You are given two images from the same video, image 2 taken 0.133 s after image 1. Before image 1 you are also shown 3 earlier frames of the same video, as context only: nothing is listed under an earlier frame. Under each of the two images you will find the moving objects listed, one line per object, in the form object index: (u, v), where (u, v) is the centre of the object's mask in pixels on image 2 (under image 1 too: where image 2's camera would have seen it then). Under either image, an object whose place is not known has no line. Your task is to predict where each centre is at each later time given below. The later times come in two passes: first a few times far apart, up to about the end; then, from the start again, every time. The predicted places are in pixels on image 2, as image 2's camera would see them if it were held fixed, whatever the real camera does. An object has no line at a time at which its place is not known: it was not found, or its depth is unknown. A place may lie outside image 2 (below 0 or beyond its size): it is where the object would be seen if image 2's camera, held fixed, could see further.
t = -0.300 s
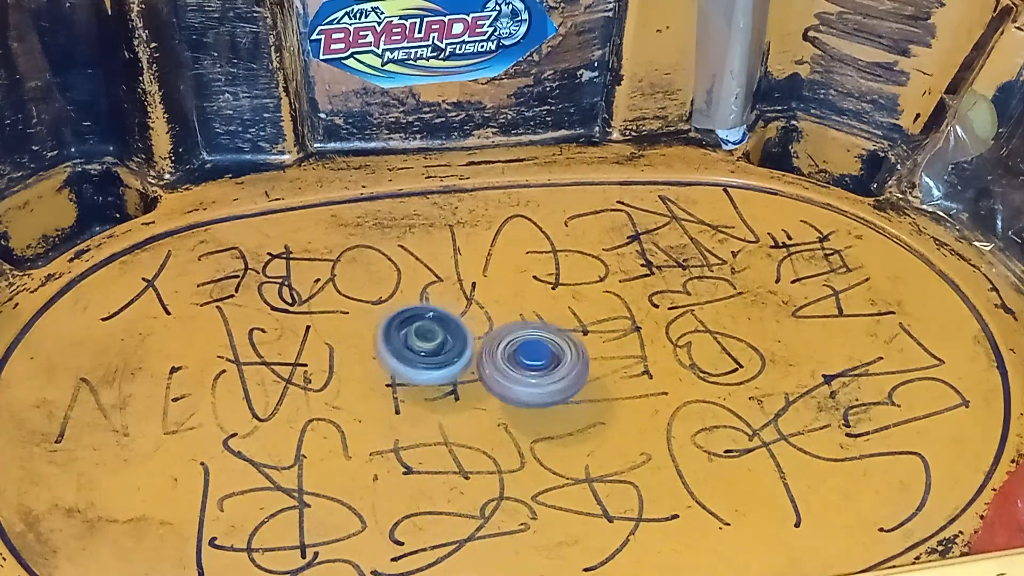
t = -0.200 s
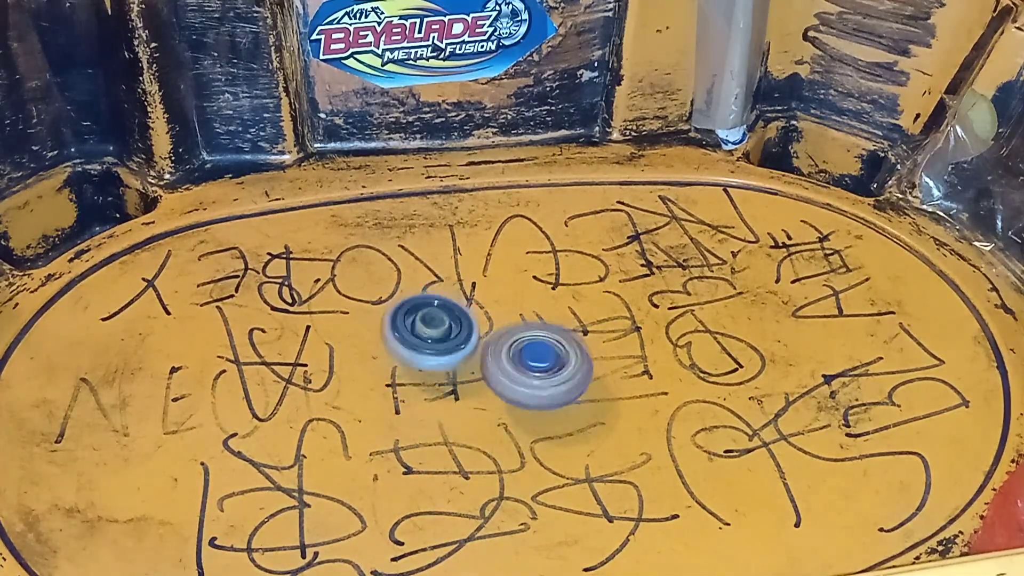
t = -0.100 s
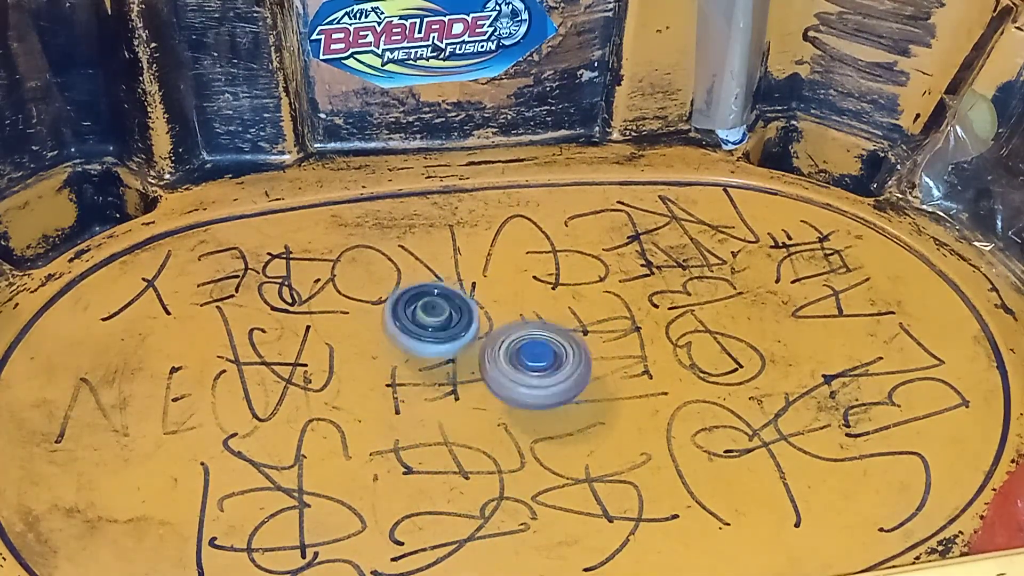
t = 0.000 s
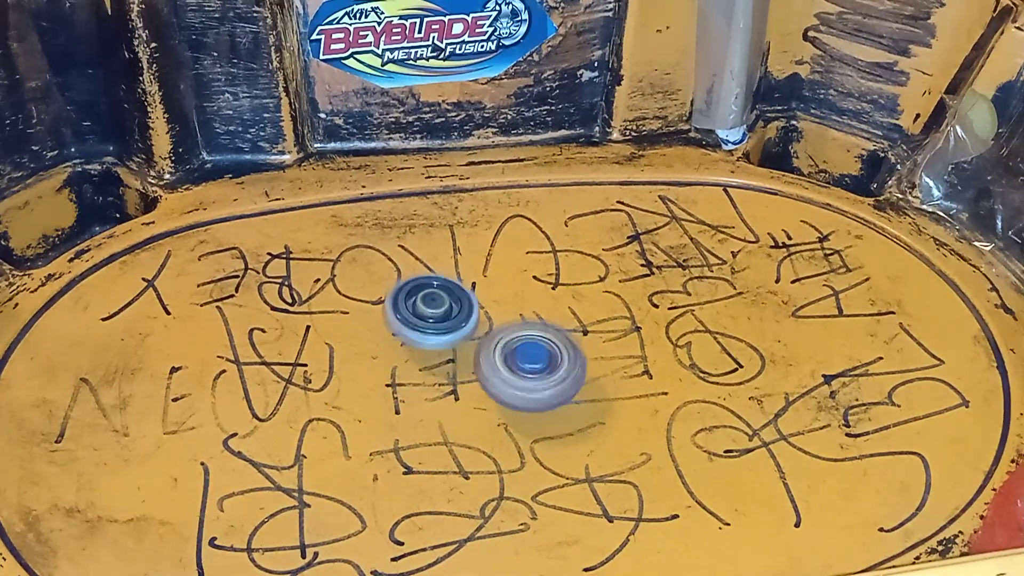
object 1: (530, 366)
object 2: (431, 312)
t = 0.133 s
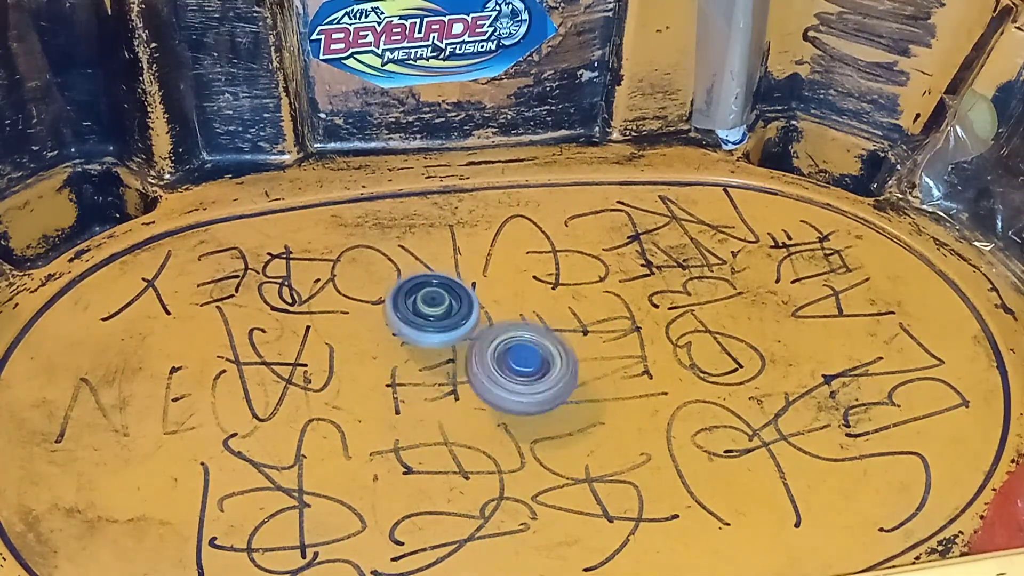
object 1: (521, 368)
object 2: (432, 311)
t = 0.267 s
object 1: (509, 374)
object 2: (436, 317)
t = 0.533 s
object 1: (538, 428)
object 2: (386, 296)
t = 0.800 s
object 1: (534, 429)
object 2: (405, 333)
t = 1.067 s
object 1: (530, 430)
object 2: (443, 330)
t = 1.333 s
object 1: (493, 429)
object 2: (448, 323)
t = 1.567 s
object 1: (457, 431)
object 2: (459, 342)
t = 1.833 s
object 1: (428, 431)
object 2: (483, 357)
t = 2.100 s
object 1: (408, 431)
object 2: (496, 357)
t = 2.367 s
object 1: (405, 419)
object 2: (495, 334)
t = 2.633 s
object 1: (404, 404)
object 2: (447, 329)
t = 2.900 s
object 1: (400, 406)
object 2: (426, 316)
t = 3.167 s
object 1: (407, 426)
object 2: (433, 318)
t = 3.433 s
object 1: (425, 421)
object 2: (459, 323)
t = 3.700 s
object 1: (424, 395)
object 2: (494, 339)
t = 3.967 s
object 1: (404, 376)
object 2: (510, 349)
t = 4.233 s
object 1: (395, 374)
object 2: (514, 349)
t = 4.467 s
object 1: (412, 370)
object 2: (520, 342)
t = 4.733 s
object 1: (423, 366)
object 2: (509, 328)
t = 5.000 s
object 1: (407, 368)
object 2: (490, 314)
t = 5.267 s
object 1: (413, 387)
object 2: (484, 306)
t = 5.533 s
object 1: (436, 395)
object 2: (481, 320)
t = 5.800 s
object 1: (431, 392)
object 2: (499, 335)
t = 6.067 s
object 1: (422, 385)
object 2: (513, 338)
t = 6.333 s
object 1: (417, 380)
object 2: (501, 332)
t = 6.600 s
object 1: (420, 379)
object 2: (475, 317)
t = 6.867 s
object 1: (436, 382)
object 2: (461, 309)
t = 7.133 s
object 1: (450, 396)
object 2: (448, 312)
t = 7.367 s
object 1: (461, 404)
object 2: (447, 329)
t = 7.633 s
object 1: (469, 425)
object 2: (440, 320)
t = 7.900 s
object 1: (463, 420)
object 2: (443, 337)
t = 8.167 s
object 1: (450, 441)
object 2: (440, 317)
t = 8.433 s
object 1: (446, 434)
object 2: (440, 304)
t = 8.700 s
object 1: (423, 418)
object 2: (453, 328)
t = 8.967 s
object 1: (387, 429)
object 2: (484, 350)
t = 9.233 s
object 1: (396, 434)
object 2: (526, 338)
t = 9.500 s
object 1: (391, 414)
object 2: (534, 328)
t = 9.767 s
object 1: (376, 405)
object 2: (507, 336)
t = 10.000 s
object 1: (390, 405)
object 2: (468, 337)
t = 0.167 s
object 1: (518, 369)
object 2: (432, 312)
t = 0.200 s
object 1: (515, 370)
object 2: (434, 314)
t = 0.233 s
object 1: (512, 372)
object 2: (435, 315)
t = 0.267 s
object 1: (509, 374)
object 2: (436, 317)
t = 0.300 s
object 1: (509, 379)
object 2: (438, 319)
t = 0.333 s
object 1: (522, 395)
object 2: (426, 308)
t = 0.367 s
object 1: (531, 406)
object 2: (417, 302)
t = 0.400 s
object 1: (536, 415)
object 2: (410, 299)
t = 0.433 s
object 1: (537, 419)
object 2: (401, 296)
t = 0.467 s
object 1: (537, 423)
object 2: (396, 295)
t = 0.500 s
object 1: (537, 426)
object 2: (390, 295)
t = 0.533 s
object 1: (538, 428)
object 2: (386, 296)
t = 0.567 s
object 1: (538, 431)
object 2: (382, 298)
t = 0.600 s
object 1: (538, 433)
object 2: (381, 301)
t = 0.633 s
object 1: (539, 433)
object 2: (383, 306)
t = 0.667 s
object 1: (539, 433)
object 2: (385, 311)
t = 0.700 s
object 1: (539, 433)
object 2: (388, 317)
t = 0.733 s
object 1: (538, 432)
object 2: (393, 323)
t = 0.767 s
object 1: (536, 430)
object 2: (398, 328)
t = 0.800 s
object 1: (534, 429)
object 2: (405, 333)
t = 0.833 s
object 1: (531, 427)
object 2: (413, 338)
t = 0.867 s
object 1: (528, 424)
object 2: (420, 343)
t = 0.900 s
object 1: (525, 421)
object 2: (428, 347)
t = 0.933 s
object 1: (520, 418)
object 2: (437, 351)
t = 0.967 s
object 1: (516, 414)
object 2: (445, 354)
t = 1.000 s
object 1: (522, 420)
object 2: (446, 346)
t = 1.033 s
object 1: (528, 427)
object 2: (443, 335)
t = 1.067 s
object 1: (530, 430)
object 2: (443, 330)
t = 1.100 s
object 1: (528, 429)
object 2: (443, 328)
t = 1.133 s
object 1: (524, 428)
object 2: (444, 326)
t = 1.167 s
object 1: (518, 428)
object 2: (444, 324)
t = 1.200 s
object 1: (514, 429)
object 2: (445, 323)
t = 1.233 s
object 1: (509, 429)
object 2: (446, 323)
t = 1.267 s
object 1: (503, 430)
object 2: (446, 323)
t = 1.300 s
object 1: (498, 430)
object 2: (447, 323)
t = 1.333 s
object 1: (493, 429)
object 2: (448, 323)
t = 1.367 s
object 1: (487, 430)
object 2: (449, 325)
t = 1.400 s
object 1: (482, 430)
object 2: (451, 327)
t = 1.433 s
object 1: (477, 430)
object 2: (452, 329)
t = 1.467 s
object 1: (472, 431)
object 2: (454, 332)
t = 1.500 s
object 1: (467, 431)
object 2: (456, 336)
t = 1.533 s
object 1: (461, 431)
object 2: (457, 339)
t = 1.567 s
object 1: (457, 431)
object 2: (459, 342)
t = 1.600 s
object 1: (452, 431)
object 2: (463, 344)
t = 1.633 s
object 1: (448, 431)
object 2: (467, 345)
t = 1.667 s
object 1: (444, 431)
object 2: (472, 347)
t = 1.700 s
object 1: (440, 432)
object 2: (475, 348)
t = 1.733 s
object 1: (437, 432)
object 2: (476, 351)
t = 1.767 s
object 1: (434, 432)
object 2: (479, 353)
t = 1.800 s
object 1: (432, 431)
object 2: (481, 355)
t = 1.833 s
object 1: (428, 431)
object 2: (483, 357)
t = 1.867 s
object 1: (426, 430)
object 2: (485, 360)
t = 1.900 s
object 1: (424, 430)
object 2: (485, 361)
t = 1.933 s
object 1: (423, 429)
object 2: (486, 362)
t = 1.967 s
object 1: (421, 427)
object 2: (486, 364)
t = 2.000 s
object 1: (417, 428)
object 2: (487, 365)
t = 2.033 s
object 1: (410, 431)
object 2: (491, 362)
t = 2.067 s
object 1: (409, 432)
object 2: (494, 360)
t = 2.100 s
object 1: (408, 431)
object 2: (496, 357)
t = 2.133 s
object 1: (408, 430)
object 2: (498, 354)
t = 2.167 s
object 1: (407, 428)
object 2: (499, 351)
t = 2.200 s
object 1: (406, 427)
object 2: (500, 348)
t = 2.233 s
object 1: (405, 425)
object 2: (500, 345)
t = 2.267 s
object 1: (405, 424)
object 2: (499, 342)
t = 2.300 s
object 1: (404, 423)
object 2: (498, 339)
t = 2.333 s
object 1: (405, 421)
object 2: (497, 336)
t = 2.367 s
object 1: (405, 419)
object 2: (495, 334)
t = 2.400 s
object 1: (406, 418)
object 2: (491, 331)
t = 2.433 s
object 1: (406, 416)
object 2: (483, 330)
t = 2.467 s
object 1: (406, 413)
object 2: (478, 329)
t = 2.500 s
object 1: (407, 411)
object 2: (469, 329)
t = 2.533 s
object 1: (407, 408)
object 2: (462, 330)
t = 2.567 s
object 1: (407, 405)
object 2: (456, 331)
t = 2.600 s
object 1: (407, 402)
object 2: (450, 331)
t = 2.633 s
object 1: (404, 404)
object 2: (447, 329)
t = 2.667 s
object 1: (400, 409)
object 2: (444, 325)
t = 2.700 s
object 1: (399, 410)
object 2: (442, 321)
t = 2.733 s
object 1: (399, 411)
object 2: (440, 320)
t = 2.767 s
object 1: (399, 409)
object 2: (436, 317)
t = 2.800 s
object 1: (399, 408)
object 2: (433, 316)
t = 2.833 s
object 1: (399, 408)
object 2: (431, 315)
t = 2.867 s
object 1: (399, 407)
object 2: (429, 315)
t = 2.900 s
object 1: (400, 406)
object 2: (426, 316)
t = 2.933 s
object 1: (401, 405)
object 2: (425, 317)
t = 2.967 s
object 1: (402, 404)
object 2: (423, 319)
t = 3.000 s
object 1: (402, 402)
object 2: (423, 322)
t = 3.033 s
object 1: (404, 401)
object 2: (423, 324)
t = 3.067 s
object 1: (404, 403)
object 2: (425, 325)
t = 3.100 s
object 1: (403, 415)
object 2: (428, 320)
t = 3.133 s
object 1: (404, 423)
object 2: (430, 318)
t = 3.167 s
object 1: (407, 426)
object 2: (433, 318)
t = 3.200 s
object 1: (409, 428)
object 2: (435, 317)
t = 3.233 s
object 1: (412, 428)
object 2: (439, 317)
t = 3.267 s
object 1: (414, 428)
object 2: (442, 317)
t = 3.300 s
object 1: (416, 428)
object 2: (445, 318)
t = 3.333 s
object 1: (419, 427)
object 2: (449, 319)
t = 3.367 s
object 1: (421, 425)
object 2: (452, 319)
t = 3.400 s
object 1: (424, 423)
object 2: (456, 321)
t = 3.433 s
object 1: (425, 421)
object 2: (459, 323)
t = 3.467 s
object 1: (427, 418)
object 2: (463, 325)
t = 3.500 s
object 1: (428, 413)
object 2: (466, 327)
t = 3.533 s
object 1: (429, 410)
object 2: (469, 331)
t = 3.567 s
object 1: (428, 406)
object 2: (474, 334)
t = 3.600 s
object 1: (428, 403)
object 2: (477, 336)
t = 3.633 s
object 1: (427, 401)
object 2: (483, 336)
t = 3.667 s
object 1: (426, 398)
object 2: (488, 338)
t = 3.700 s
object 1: (424, 395)
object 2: (494, 339)
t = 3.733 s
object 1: (421, 390)
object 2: (498, 341)
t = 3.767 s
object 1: (418, 388)
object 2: (502, 343)
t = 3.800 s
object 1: (415, 385)
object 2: (504, 344)
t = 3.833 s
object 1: (413, 383)
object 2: (506, 345)
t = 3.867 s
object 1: (409, 381)
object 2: (508, 347)
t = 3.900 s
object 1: (408, 380)
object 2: (509, 348)
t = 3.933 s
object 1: (406, 377)
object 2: (510, 348)
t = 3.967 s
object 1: (404, 376)
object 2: (510, 349)
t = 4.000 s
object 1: (403, 374)
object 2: (510, 349)
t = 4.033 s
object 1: (403, 374)
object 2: (509, 350)
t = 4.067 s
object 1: (403, 373)
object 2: (508, 350)
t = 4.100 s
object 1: (403, 373)
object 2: (506, 351)
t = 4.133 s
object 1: (403, 372)
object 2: (504, 352)
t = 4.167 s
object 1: (398, 372)
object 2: (507, 351)
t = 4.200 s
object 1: (394, 374)
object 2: (511, 350)
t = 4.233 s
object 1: (395, 374)
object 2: (514, 349)
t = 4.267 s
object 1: (396, 373)
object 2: (517, 348)
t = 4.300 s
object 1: (398, 372)
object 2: (519, 347)
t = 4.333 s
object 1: (399, 372)
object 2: (520, 346)
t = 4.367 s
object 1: (402, 371)
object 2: (520, 345)
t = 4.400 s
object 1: (405, 371)
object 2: (520, 343)
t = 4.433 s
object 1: (409, 371)
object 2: (520, 343)
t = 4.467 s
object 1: (412, 370)
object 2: (520, 342)
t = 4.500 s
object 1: (417, 369)
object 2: (518, 340)
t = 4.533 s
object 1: (420, 368)
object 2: (516, 339)
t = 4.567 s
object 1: (423, 367)
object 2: (515, 337)
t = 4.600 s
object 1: (421, 367)
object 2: (515, 336)
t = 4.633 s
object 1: (421, 368)
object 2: (514, 334)
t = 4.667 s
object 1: (423, 367)
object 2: (513, 332)
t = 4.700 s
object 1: (424, 367)
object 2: (512, 330)
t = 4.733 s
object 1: (423, 366)
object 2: (509, 328)
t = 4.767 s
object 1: (414, 370)
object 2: (509, 324)
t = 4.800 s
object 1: (409, 372)
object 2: (508, 321)
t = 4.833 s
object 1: (408, 371)
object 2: (507, 318)
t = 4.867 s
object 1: (408, 370)
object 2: (504, 315)
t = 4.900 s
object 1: (407, 370)
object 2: (501, 314)
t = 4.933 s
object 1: (406, 369)
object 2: (498, 313)
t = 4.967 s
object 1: (406, 369)
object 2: (494, 313)
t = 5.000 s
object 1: (407, 368)
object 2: (490, 314)
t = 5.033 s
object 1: (408, 369)
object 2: (486, 315)
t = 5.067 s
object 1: (410, 368)
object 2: (482, 316)
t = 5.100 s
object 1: (406, 372)
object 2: (482, 315)
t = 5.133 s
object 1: (403, 379)
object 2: (484, 312)
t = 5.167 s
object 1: (405, 383)
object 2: (484, 310)
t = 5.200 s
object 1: (408, 385)
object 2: (485, 308)
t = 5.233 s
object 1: (411, 386)
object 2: (485, 306)
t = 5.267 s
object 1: (413, 387)
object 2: (484, 306)
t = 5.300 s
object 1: (417, 387)
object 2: (483, 306)
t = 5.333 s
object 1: (421, 388)
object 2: (482, 307)
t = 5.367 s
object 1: (424, 388)
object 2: (481, 309)
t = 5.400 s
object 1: (429, 387)
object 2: (481, 311)
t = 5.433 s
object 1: (433, 386)
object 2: (480, 314)
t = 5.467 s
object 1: (436, 386)
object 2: (479, 318)
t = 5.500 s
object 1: (437, 389)
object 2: (480, 319)
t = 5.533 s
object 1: (436, 395)
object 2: (481, 320)
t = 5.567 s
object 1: (436, 398)
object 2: (482, 323)
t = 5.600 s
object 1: (437, 398)
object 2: (483, 325)
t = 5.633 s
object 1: (438, 396)
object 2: (484, 328)
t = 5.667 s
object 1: (436, 396)
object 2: (485, 330)
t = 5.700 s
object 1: (434, 397)
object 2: (487, 331)
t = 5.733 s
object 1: (432, 396)
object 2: (490, 333)
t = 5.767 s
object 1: (432, 395)
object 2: (494, 334)
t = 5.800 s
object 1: (431, 392)
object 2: (499, 335)
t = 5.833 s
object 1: (429, 392)
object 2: (502, 336)
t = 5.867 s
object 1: (428, 391)
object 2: (505, 336)
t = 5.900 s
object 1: (428, 390)
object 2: (508, 337)
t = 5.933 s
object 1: (427, 389)
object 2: (510, 337)
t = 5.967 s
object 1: (426, 388)
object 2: (511, 337)
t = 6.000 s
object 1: (424, 387)
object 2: (512, 338)
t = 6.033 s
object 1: (424, 386)
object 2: (513, 338)
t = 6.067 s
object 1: (422, 385)
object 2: (513, 338)
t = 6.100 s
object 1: (422, 384)
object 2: (512, 338)
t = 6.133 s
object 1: (421, 382)
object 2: (511, 338)
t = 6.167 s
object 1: (420, 382)
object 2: (509, 338)
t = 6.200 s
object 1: (420, 380)
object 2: (508, 338)
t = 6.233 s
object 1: (420, 380)
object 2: (505, 337)
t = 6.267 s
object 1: (420, 379)
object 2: (502, 336)
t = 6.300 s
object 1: (417, 380)
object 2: (502, 334)
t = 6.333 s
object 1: (417, 380)
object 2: (501, 332)
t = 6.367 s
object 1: (418, 379)
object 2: (498, 330)
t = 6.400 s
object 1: (418, 378)
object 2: (493, 329)
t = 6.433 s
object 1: (417, 379)
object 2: (491, 325)
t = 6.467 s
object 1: (419, 379)
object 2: (487, 323)
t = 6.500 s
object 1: (419, 379)
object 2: (483, 322)
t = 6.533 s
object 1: (420, 378)
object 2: (479, 320)
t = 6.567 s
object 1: (419, 378)
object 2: (477, 319)
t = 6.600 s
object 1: (420, 379)
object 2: (475, 317)
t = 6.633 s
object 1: (421, 379)
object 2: (473, 316)
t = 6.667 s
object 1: (421, 382)
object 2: (472, 314)
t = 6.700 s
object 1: (424, 382)
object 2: (470, 312)
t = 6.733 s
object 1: (426, 381)
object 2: (468, 310)
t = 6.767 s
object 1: (428, 381)
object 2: (466, 309)
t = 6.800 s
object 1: (430, 382)
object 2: (465, 308)
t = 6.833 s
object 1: (433, 382)
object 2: (463, 308)
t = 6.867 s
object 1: (436, 382)
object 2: (461, 309)
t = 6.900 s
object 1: (438, 383)
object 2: (459, 310)
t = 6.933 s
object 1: (441, 385)
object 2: (457, 310)
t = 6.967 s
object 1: (443, 391)
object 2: (456, 309)
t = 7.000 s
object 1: (445, 394)
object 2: (454, 308)
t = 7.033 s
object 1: (447, 396)
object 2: (453, 308)
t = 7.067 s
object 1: (448, 395)
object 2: (451, 309)
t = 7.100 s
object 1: (448, 395)
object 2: (449, 310)
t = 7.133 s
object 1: (450, 396)
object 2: (448, 312)
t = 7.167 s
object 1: (453, 397)
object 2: (447, 315)
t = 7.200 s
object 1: (455, 397)
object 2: (447, 317)
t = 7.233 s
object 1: (455, 398)
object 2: (446, 320)
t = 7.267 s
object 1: (457, 399)
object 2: (447, 323)
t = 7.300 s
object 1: (459, 403)
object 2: (447, 325)
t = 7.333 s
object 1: (461, 404)
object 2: (447, 327)
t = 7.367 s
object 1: (461, 404)
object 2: (447, 329)
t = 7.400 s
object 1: (460, 413)
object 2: (445, 325)
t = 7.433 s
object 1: (462, 420)
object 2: (444, 322)
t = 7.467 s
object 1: (466, 425)
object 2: (443, 320)
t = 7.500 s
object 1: (467, 424)
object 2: (443, 319)
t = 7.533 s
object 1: (467, 425)
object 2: (442, 319)
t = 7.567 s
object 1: (467, 425)
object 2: (442, 318)
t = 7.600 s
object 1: (468, 426)
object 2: (441, 319)
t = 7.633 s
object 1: (469, 425)
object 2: (440, 320)
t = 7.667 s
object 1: (470, 425)
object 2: (441, 321)
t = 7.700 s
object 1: (471, 423)
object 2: (441, 324)
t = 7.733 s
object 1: (470, 422)
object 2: (441, 326)
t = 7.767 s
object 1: (470, 420)
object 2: (442, 329)
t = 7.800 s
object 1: (468, 418)
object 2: (443, 332)
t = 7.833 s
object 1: (466, 415)
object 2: (443, 335)
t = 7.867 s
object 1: (464, 415)
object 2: (444, 337)
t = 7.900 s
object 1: (463, 420)
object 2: (443, 337)
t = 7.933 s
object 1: (461, 423)
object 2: (443, 339)
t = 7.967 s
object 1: (460, 423)
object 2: (442, 341)
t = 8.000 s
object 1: (457, 421)
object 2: (443, 342)
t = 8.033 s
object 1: (453, 429)
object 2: (442, 339)
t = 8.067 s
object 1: (451, 437)
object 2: (441, 330)
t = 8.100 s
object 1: (452, 442)
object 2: (442, 325)
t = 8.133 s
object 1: (452, 442)
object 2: (441, 320)
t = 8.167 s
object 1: (450, 441)
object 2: (440, 317)
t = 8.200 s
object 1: (449, 440)
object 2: (440, 313)
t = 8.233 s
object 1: (447, 440)
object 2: (440, 311)
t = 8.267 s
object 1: (447, 441)
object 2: (440, 308)
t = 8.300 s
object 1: (447, 440)
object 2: (439, 306)
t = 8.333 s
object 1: (447, 439)
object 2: (439, 305)
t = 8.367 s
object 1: (448, 438)
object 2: (439, 304)
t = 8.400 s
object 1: (447, 436)
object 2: (440, 304)
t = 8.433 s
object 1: (446, 434)
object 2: (440, 304)
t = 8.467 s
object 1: (445, 432)
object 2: (440, 305)
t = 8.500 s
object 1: (443, 430)
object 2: (441, 307)
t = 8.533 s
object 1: (440, 427)
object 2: (442, 310)
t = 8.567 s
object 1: (437, 426)
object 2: (444, 312)
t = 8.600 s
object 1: (434, 424)
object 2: (447, 316)
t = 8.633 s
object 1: (430, 422)
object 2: (448, 319)
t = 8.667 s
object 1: (427, 420)
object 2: (451, 324)
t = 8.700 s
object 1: (423, 418)
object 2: (453, 328)
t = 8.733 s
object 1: (419, 417)
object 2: (455, 332)
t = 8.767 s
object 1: (416, 417)
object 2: (457, 336)
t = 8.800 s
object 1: (412, 416)
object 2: (460, 341)
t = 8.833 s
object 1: (409, 416)
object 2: (462, 345)
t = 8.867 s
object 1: (406, 416)
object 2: (465, 350)
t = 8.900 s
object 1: (404, 417)
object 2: (467, 355)
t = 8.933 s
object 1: (395, 423)
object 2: (474, 352)
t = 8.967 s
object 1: (387, 429)
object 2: (484, 350)
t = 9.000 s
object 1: (384, 434)
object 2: (489, 348)
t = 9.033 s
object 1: (387, 437)
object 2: (496, 346)
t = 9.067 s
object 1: (389, 437)
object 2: (501, 344)
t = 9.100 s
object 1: (389, 436)
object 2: (507, 343)
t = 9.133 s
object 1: (390, 436)
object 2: (512, 342)
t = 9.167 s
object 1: (391, 437)
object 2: (517, 340)
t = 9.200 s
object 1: (394, 436)
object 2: (521, 340)
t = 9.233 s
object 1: (396, 434)
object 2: (526, 338)
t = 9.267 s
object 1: (397, 431)
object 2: (530, 337)
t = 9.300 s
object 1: (397, 429)
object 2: (534, 335)
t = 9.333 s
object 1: (397, 427)
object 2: (538, 334)
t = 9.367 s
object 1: (397, 425)
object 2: (541, 333)
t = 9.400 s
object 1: (396, 422)
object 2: (541, 331)
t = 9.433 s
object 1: (395, 420)
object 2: (540, 329)
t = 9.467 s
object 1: (392, 417)
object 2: (538, 328)
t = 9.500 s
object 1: (391, 414)
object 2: (534, 328)
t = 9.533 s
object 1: (389, 411)
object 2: (532, 328)
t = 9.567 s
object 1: (386, 409)
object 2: (526, 328)
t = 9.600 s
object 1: (384, 407)
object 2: (523, 330)
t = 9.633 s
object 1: (382, 406)
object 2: (517, 331)
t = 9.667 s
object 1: (380, 405)
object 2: (515, 332)
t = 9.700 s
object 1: (378, 404)
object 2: (513, 334)
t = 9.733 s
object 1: (377, 405)
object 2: (511, 335)
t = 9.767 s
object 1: (376, 405)
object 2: (507, 336)
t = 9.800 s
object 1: (377, 406)
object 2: (503, 337)
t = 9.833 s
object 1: (378, 406)
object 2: (498, 337)
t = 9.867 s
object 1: (379, 407)
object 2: (494, 337)
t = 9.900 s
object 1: (382, 407)
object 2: (488, 338)
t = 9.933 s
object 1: (385, 407)
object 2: (482, 337)
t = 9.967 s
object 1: (387, 406)
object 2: (476, 338)
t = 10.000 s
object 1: (390, 405)
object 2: (468, 337)
